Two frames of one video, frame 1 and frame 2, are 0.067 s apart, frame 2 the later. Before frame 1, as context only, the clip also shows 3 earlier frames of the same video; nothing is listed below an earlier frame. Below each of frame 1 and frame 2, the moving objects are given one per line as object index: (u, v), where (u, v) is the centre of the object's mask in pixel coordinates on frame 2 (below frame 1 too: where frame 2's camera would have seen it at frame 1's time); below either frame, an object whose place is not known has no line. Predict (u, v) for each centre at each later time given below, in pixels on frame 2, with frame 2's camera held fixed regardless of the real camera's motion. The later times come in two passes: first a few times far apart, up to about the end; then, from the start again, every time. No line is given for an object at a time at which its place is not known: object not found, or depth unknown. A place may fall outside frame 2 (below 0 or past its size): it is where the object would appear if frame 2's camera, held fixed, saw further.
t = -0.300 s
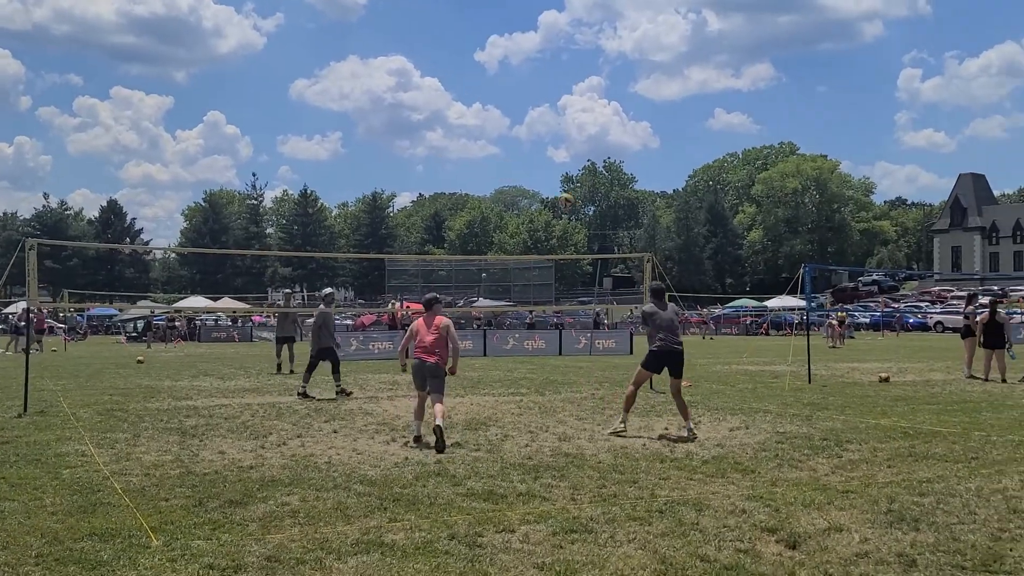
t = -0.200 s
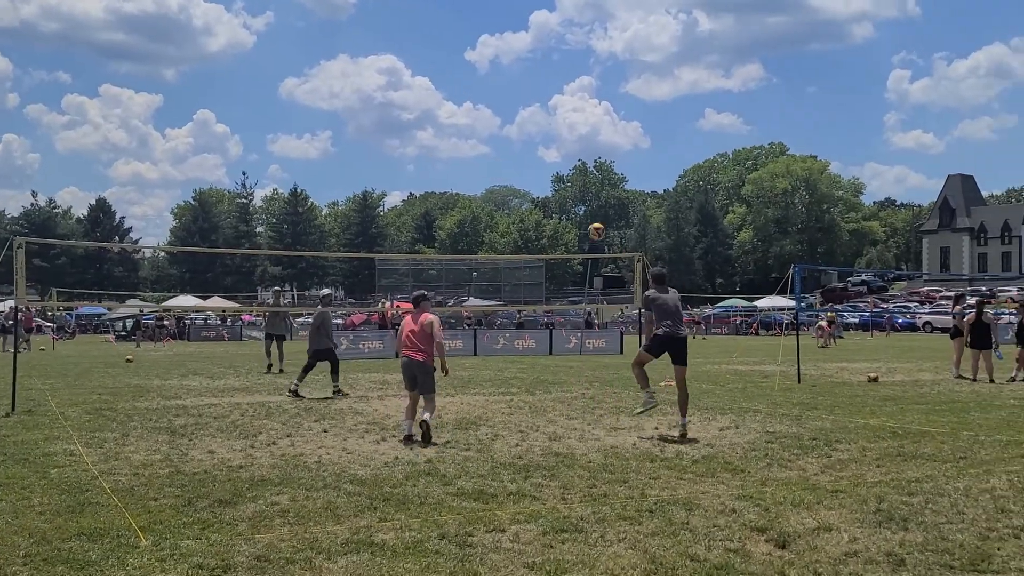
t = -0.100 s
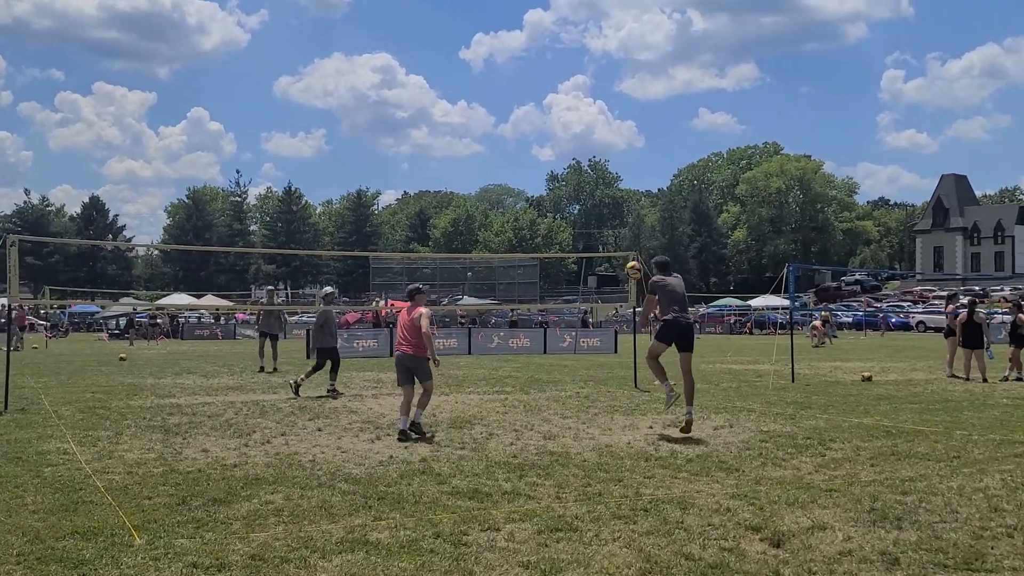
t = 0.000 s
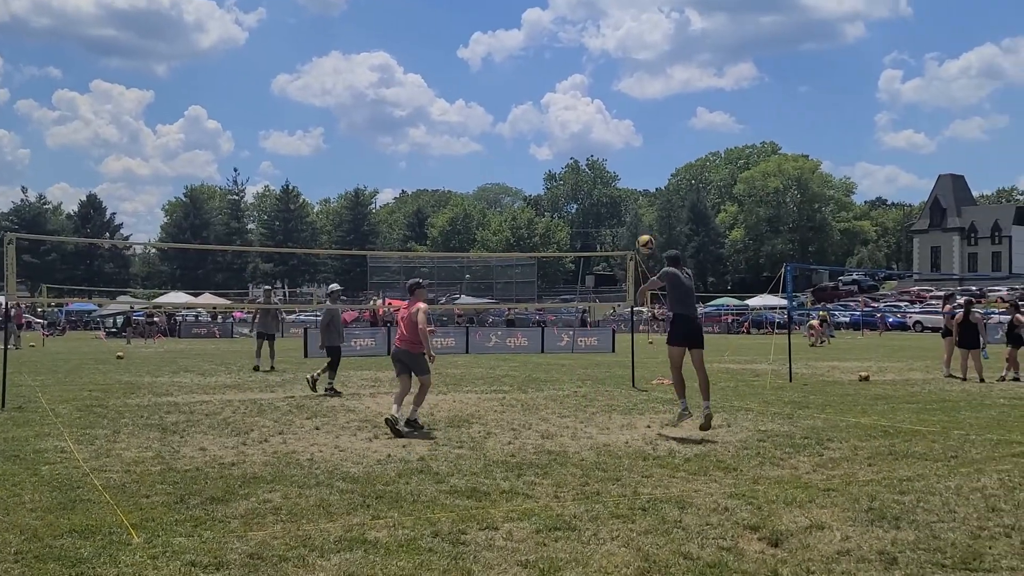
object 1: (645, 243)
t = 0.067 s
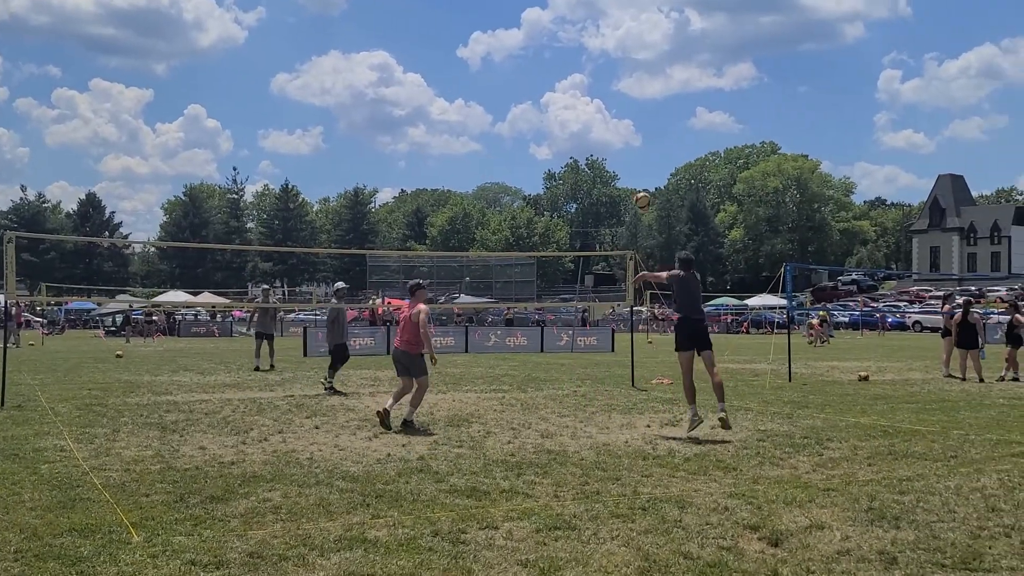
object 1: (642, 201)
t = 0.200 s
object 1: (637, 131)
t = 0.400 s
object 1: (630, 57)
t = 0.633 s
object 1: (623, 14)
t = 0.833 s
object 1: (617, 12)
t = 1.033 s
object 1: (611, 39)
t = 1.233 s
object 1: (606, 95)
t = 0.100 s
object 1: (641, 182)
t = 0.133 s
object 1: (639, 164)
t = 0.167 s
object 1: (638, 147)
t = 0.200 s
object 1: (637, 131)
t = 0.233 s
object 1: (636, 116)
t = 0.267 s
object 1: (635, 102)
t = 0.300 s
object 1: (634, 90)
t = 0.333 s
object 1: (632, 77)
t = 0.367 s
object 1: (631, 66)
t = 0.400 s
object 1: (630, 57)
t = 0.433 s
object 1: (629, 48)
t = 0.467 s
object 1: (628, 40)
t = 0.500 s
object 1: (627, 33)
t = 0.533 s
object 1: (626, 26)
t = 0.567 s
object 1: (625, 21)
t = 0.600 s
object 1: (624, 17)
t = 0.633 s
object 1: (623, 14)
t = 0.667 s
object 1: (622, 11)
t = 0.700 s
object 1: (621, 10)
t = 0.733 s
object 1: (620, 9)
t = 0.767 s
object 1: (619, 9)
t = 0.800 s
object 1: (618, 10)
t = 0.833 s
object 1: (617, 12)
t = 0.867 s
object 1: (616, 14)
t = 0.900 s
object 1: (615, 18)
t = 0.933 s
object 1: (614, 22)
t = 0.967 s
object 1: (613, 27)
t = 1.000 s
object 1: (612, 33)
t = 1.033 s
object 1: (611, 39)
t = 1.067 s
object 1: (610, 46)
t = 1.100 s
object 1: (610, 55)
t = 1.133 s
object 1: (609, 63)
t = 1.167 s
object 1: (608, 73)
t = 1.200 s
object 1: (607, 83)
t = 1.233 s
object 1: (606, 95)
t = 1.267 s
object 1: (605, 106)
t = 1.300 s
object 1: (604, 119)
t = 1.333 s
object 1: (604, 132)
